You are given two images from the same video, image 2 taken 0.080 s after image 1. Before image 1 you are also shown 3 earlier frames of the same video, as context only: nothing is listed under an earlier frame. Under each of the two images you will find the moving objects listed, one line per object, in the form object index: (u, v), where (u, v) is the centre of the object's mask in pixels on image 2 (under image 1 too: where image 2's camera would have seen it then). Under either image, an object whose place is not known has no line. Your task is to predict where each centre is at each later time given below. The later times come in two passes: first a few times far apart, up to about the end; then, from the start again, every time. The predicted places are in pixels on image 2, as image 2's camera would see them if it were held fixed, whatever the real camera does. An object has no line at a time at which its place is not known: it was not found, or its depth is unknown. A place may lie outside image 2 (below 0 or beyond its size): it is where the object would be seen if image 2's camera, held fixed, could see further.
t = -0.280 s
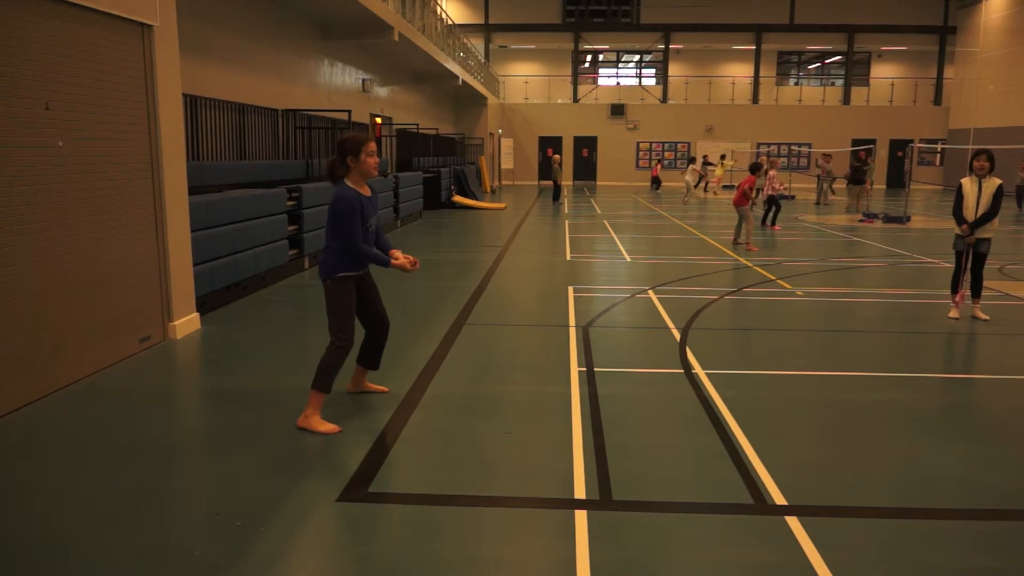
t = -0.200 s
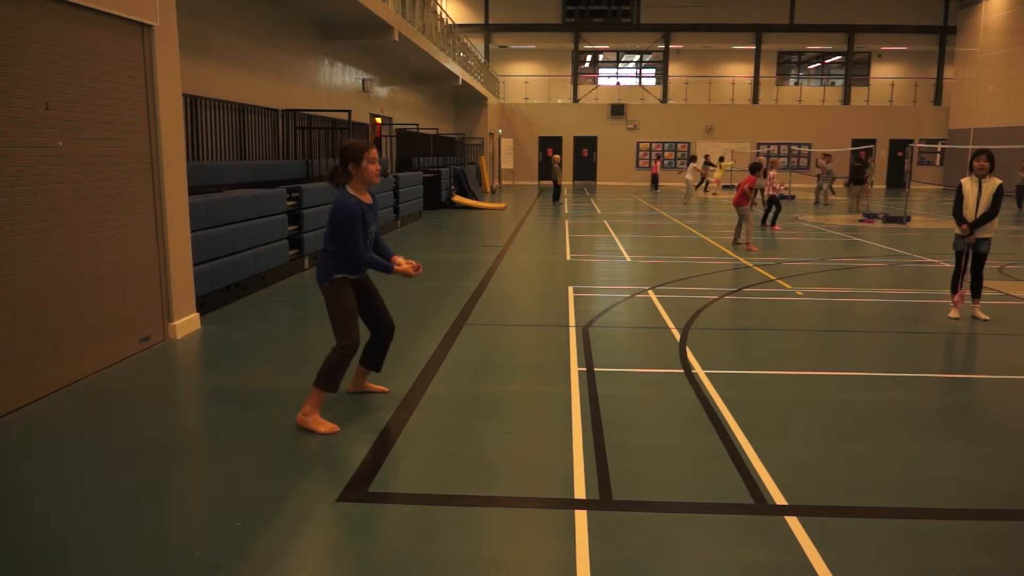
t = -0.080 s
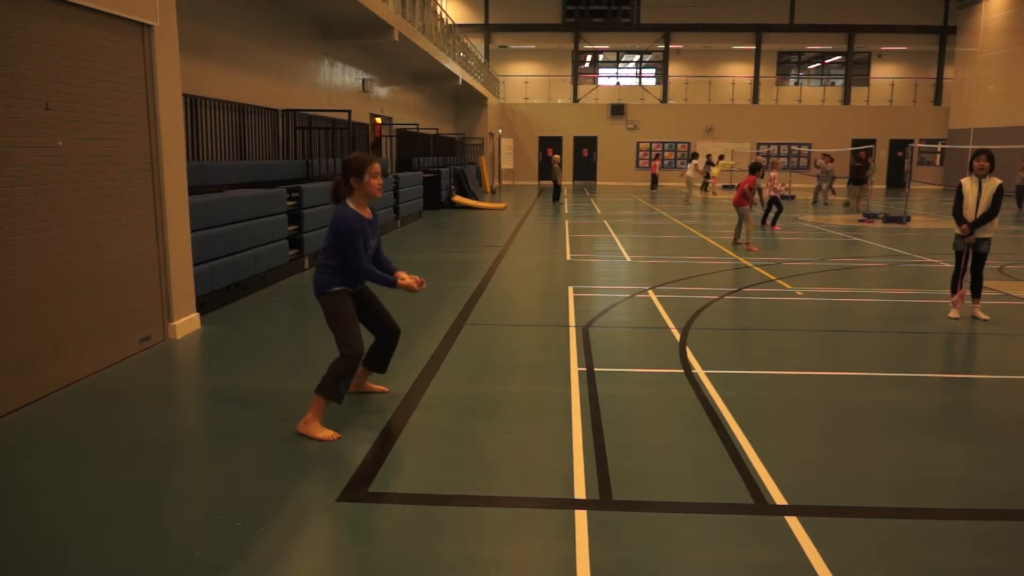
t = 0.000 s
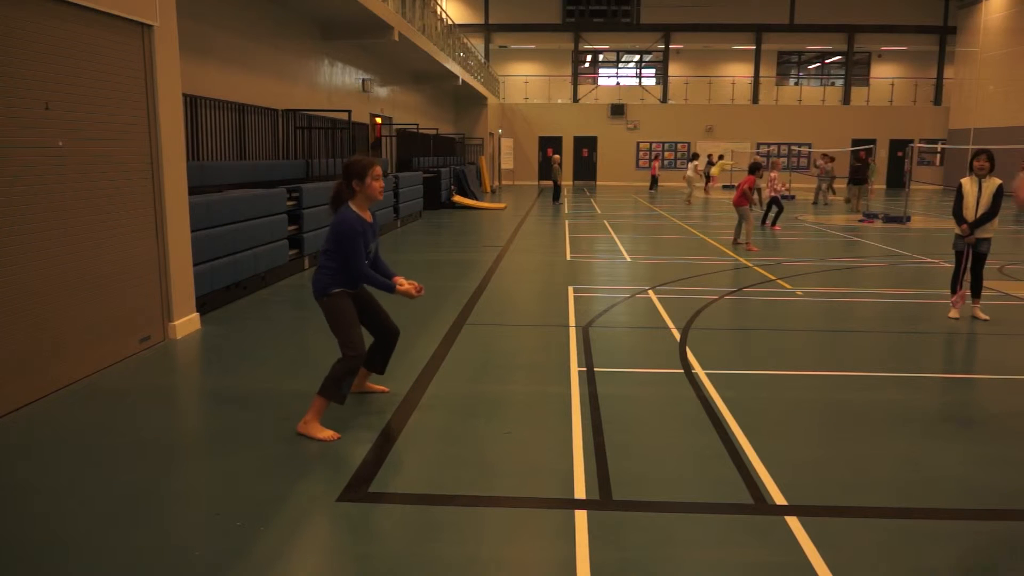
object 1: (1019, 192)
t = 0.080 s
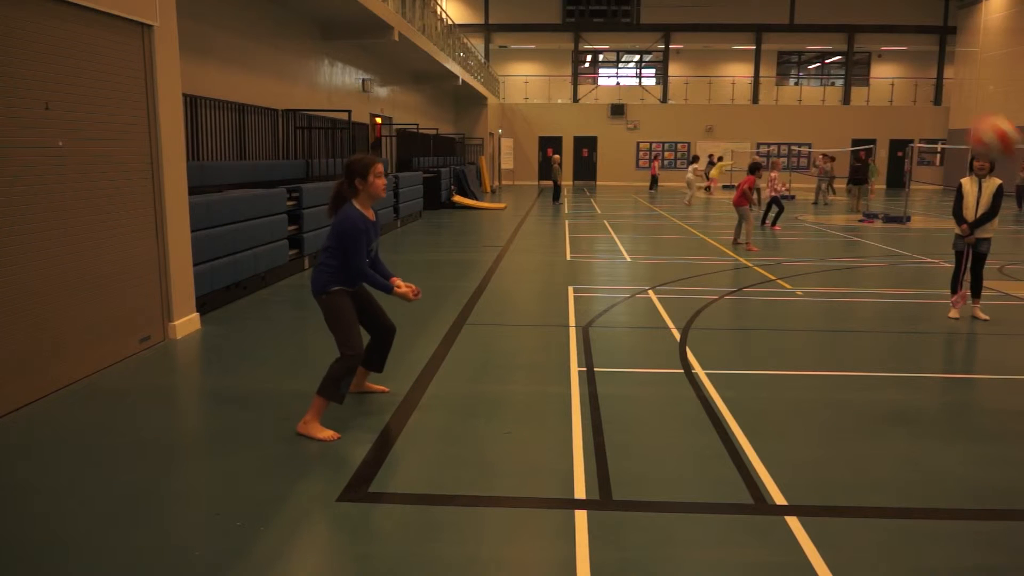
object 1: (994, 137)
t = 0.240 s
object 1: (897, 68)
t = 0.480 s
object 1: (749, 68)
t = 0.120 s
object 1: (970, 115)
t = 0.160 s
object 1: (945, 97)
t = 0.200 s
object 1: (920, 80)
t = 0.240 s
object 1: (897, 68)
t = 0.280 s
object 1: (871, 58)
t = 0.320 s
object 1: (848, 54)
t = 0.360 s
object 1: (823, 53)
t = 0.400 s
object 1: (797, 54)
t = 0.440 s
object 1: (774, 59)
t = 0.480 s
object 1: (749, 68)
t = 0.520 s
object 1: (724, 81)
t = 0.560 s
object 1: (700, 97)
